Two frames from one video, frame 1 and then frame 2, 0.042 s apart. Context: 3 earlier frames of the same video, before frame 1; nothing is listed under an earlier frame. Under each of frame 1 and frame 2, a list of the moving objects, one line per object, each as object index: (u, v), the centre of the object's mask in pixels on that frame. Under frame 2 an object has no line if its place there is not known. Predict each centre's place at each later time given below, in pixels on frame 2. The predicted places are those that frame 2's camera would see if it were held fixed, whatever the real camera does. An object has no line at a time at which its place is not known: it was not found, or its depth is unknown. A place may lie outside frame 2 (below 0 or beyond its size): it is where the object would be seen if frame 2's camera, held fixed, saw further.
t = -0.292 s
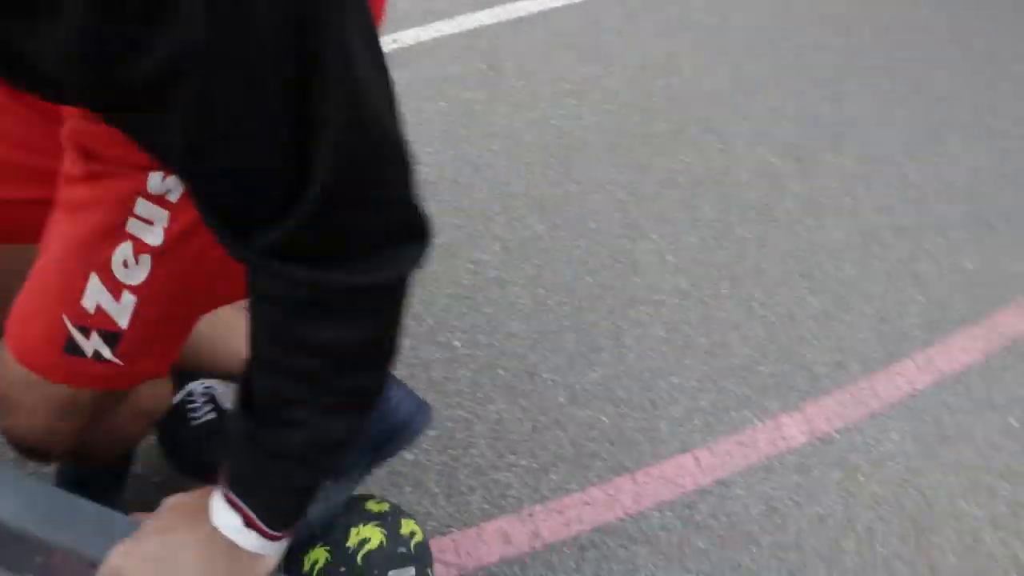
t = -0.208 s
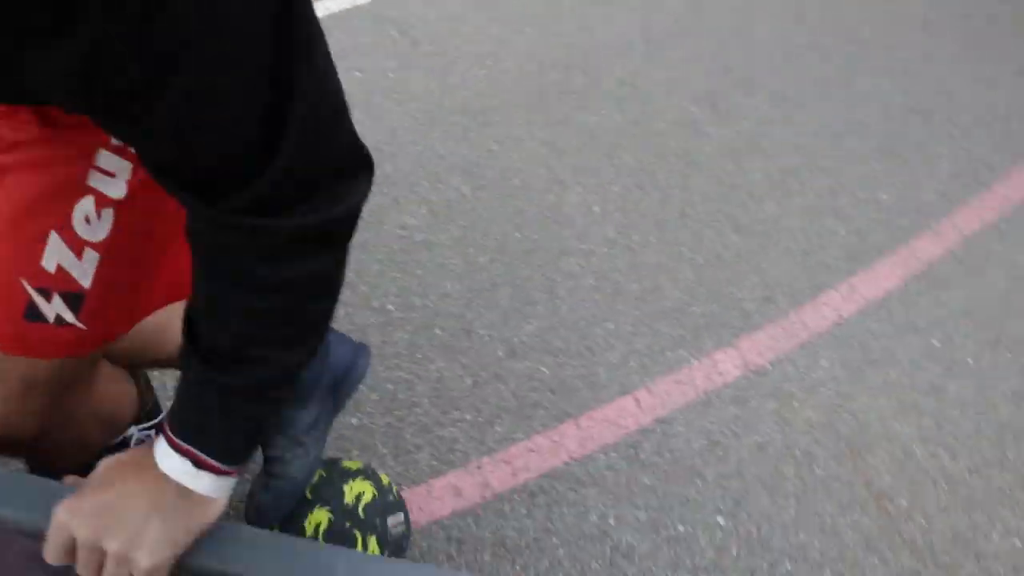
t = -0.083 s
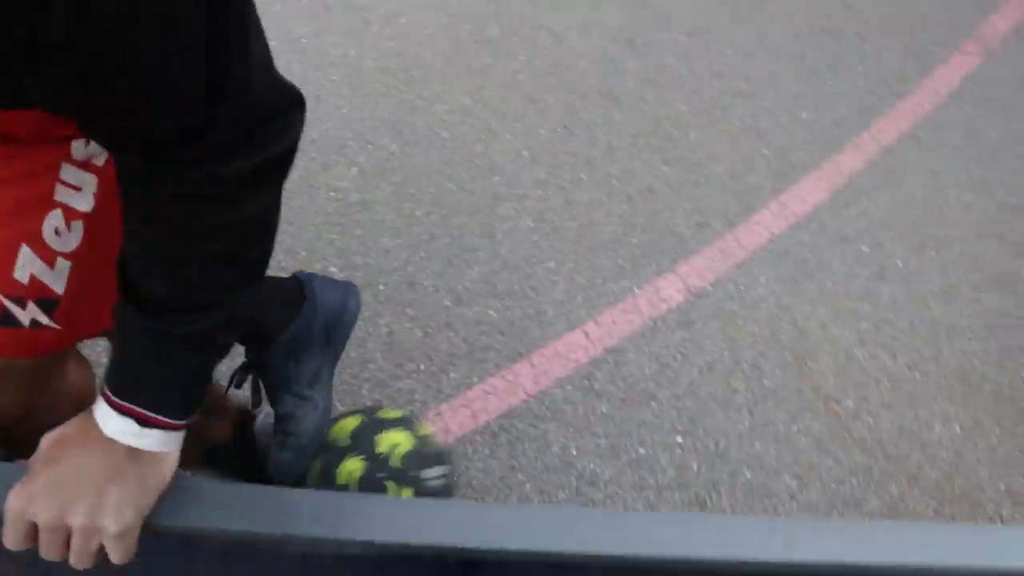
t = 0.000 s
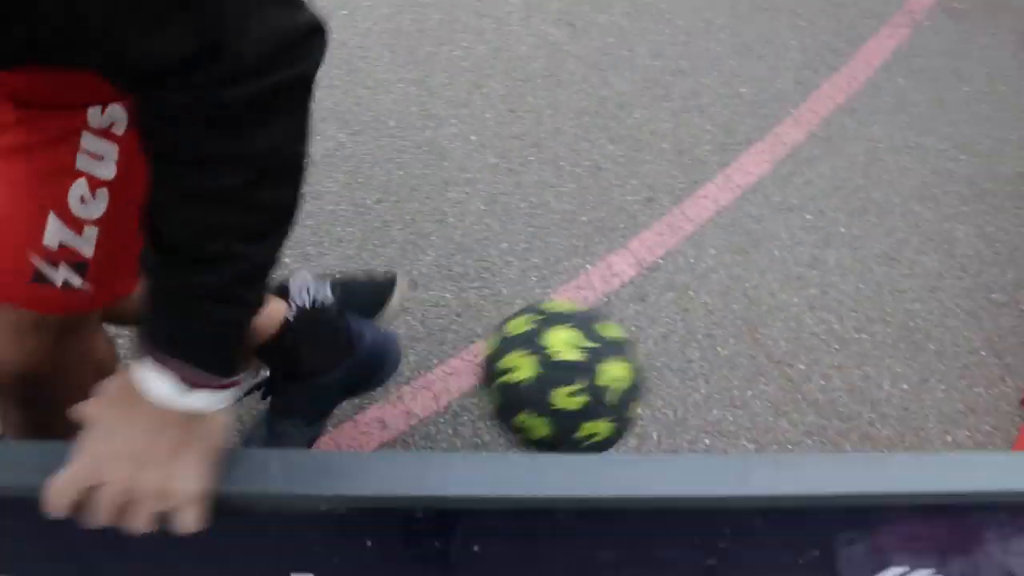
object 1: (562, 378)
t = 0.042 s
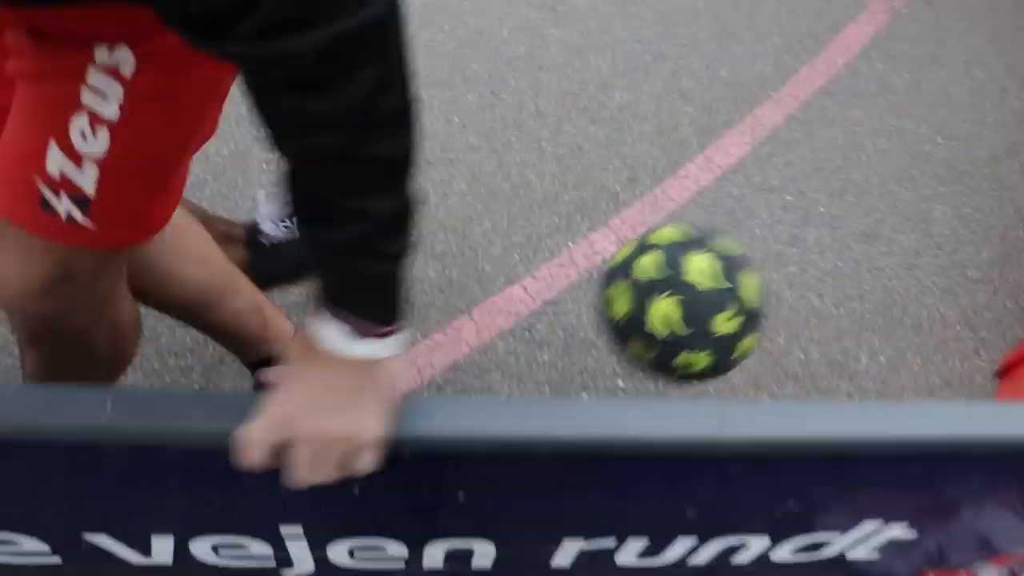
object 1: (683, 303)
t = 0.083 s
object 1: (770, 277)
